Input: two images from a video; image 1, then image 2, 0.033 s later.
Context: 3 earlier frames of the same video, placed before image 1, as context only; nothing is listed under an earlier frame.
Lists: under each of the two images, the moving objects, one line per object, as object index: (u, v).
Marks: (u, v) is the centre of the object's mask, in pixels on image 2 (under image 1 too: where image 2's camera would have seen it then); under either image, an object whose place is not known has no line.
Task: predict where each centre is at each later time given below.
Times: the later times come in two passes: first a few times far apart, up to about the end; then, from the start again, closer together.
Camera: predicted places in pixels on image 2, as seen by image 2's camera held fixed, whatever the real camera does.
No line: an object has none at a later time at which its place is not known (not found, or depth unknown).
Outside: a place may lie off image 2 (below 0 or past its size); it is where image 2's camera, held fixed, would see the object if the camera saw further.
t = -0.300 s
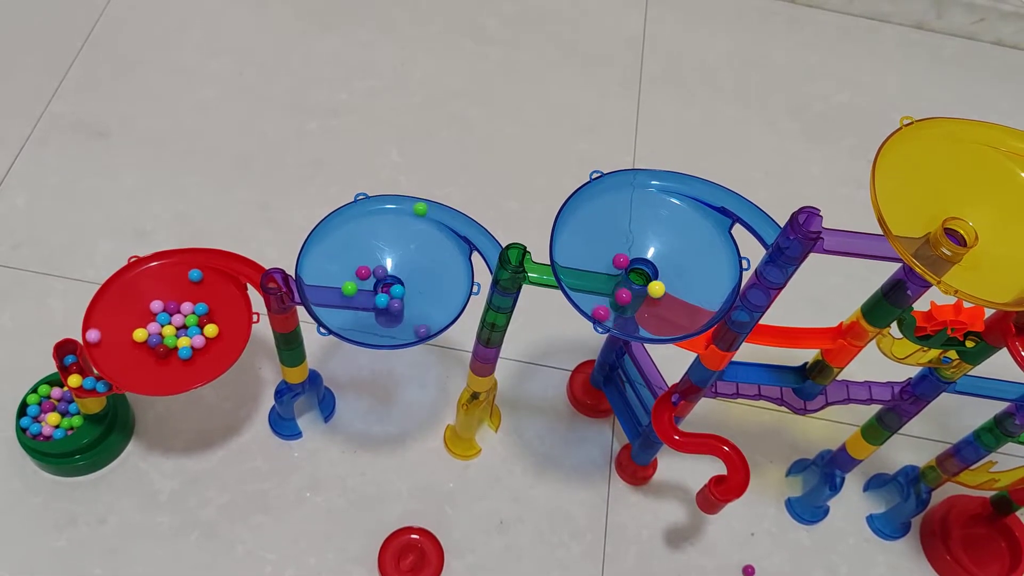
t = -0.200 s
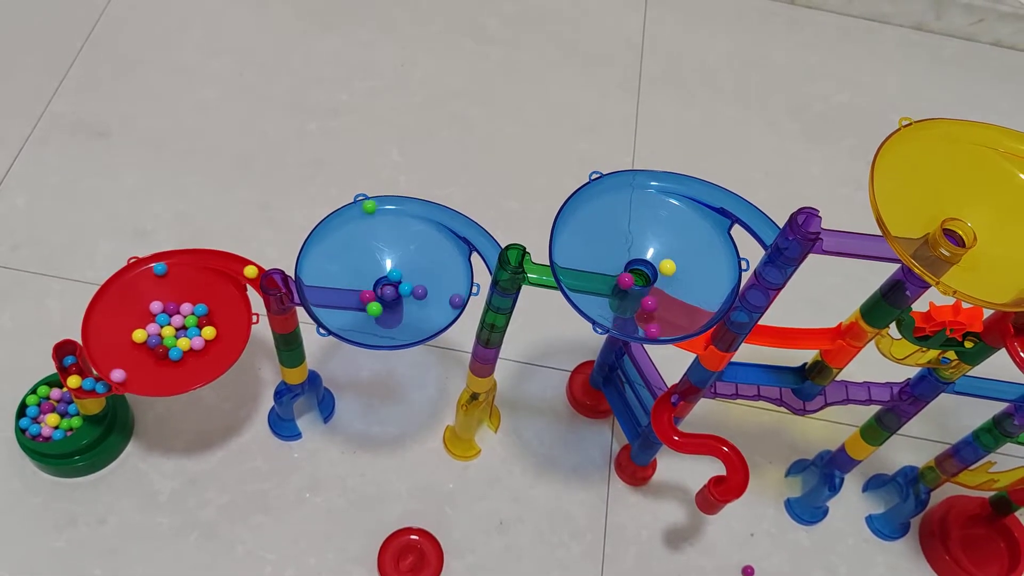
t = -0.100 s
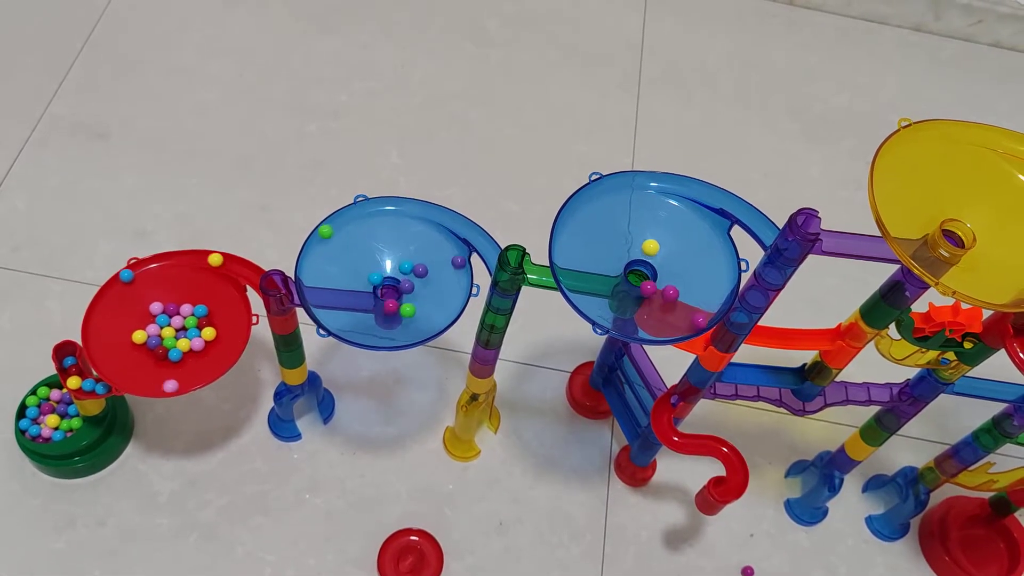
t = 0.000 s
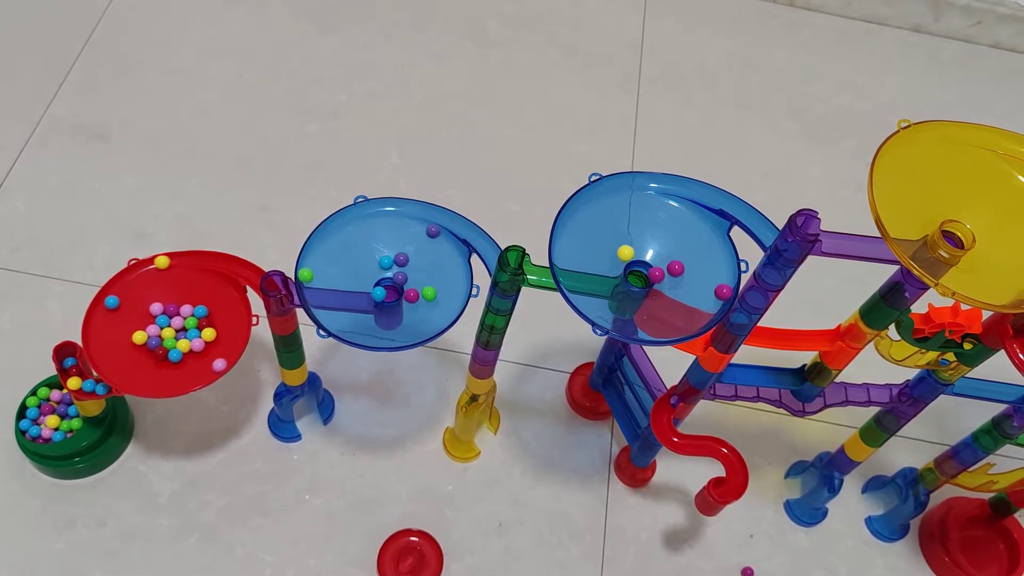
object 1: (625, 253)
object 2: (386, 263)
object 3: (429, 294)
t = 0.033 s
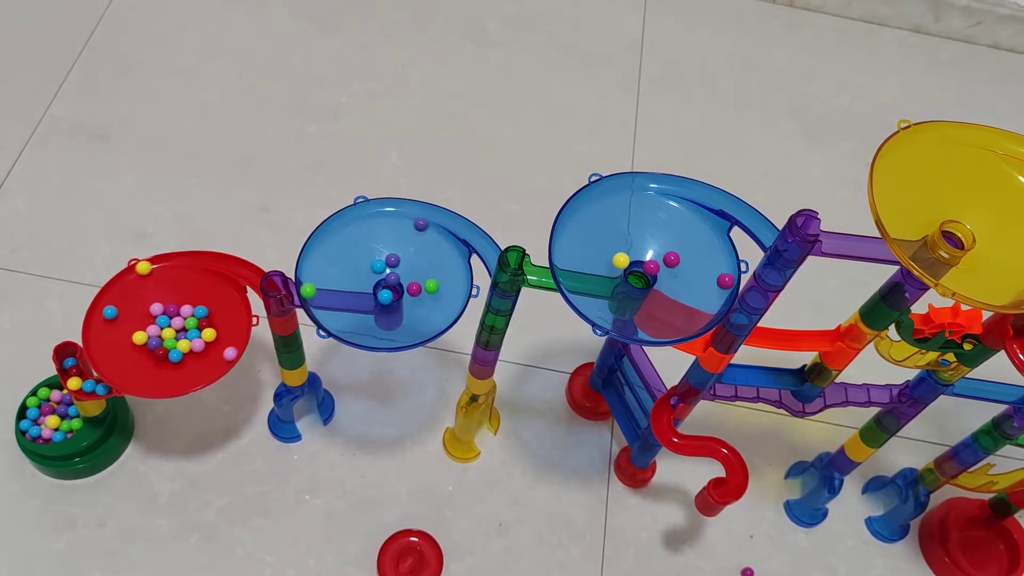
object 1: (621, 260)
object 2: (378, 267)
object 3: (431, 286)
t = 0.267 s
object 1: (655, 296)
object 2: (386, 310)
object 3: (382, 257)
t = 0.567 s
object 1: (626, 255)
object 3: (367, 314)
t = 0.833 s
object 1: (648, 289)
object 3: (415, 274)
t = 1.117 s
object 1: (629, 259)
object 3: (359, 270)
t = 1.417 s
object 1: (658, 283)
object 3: (415, 304)
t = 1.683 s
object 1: (622, 269)
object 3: (381, 263)
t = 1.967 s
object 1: (636, 272)
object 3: (372, 306)
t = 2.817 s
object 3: (411, 286)
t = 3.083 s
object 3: (357, 273)
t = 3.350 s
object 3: (412, 294)
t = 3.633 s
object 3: (374, 275)
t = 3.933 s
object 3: (398, 300)
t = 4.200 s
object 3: (370, 270)
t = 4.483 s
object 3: (405, 300)
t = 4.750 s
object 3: (373, 270)
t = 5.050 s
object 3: (405, 295)
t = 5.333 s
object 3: (370, 279)
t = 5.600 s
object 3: (407, 290)
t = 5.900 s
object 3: (371, 290)
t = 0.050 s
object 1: (620, 265)
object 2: (375, 269)
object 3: (431, 282)
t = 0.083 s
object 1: (620, 273)
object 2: (369, 276)
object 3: (430, 275)
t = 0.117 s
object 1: (624, 281)
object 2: (367, 284)
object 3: (425, 268)
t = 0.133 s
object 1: (626, 285)
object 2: (367, 289)
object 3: (422, 265)
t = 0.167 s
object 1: (633, 291)
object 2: (369, 296)
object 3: (414, 260)
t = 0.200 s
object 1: (640, 295)
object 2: (373, 303)
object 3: (404, 257)
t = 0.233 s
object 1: (648, 297)
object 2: (379, 308)
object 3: (393, 256)
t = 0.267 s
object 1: (655, 296)
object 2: (386, 310)
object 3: (382, 257)
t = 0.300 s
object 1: (661, 293)
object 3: (371, 262)
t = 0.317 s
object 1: (663, 291)
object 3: (366, 264)
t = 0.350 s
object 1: (666, 286)
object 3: (358, 271)
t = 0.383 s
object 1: (667, 279)
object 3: (352, 279)
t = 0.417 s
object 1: (665, 272)
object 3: (350, 287)
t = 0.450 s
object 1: (659, 265)
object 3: (350, 295)
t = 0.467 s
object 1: (655, 262)
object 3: (350, 298)
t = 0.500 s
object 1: (645, 257)
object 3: (354, 305)
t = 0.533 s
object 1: (634, 254)
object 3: (360, 310)
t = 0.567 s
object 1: (626, 255)
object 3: (367, 314)
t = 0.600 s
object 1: (619, 259)
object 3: (376, 316)
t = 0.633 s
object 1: (616, 264)
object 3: (384, 316)
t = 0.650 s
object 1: (616, 267)
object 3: (389, 315)
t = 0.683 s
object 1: (617, 273)
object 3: (398, 312)
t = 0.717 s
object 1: (620, 279)
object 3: (406, 306)
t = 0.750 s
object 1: (627, 284)
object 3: (412, 299)
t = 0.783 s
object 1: (635, 288)
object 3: (416, 289)
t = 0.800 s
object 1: (639, 289)
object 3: (416, 284)
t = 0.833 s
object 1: (648, 289)
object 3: (415, 274)
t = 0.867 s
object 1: (656, 286)
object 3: (411, 265)
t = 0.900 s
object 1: (661, 280)
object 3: (404, 258)
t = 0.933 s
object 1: (664, 273)
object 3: (397, 253)
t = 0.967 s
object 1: (663, 265)
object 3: (388, 251)
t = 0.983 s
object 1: (661, 262)
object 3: (384, 250)
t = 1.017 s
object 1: (655, 256)
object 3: (376, 252)
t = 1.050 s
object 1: (646, 254)
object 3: (369, 256)
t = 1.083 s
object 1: (637, 255)
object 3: (363, 262)
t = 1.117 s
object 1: (629, 259)
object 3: (359, 270)
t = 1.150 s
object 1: (625, 265)
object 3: (358, 279)
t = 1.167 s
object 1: (624, 269)
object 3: (358, 283)
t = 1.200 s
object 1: (624, 276)
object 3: (361, 292)
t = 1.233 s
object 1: (627, 282)
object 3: (367, 300)
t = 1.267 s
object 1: (633, 287)
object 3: (376, 307)
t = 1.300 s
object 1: (639, 290)
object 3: (385, 310)
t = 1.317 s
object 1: (643, 291)
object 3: (390, 311)
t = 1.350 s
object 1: (649, 290)
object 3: (399, 311)
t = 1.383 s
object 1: (655, 288)
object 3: (408, 308)
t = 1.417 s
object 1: (658, 283)
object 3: (415, 304)
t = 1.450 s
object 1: (659, 276)
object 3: (420, 298)
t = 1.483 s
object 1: (657, 268)
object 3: (422, 291)
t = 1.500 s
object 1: (654, 265)
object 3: (422, 288)
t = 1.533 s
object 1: (645, 258)
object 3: (420, 281)
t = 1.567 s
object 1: (636, 256)
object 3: (415, 274)
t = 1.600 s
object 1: (629, 257)
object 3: (408, 268)
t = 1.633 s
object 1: (624, 261)
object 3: (398, 264)
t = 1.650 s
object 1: (623, 263)
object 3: (393, 263)
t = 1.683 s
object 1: (622, 269)
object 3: (381, 263)
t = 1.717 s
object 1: (625, 275)
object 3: (371, 266)
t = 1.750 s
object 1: (630, 280)
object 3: (362, 270)
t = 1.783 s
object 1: (638, 284)
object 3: (357, 276)
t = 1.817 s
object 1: (644, 284)
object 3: (354, 283)
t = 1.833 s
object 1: (647, 282)
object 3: (353, 286)
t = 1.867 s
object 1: (651, 277)
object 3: (354, 293)
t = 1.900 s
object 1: (650, 270)
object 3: (358, 298)
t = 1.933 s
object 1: (642, 266)
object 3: (364, 303)
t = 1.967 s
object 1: (636, 272)
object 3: (372, 306)
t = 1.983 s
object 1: (638, 277)
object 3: (376, 307)
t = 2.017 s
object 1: (645, 277)
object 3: (386, 307)
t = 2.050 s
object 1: (636, 275)
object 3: (395, 304)
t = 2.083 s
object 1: (642, 280)
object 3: (404, 299)
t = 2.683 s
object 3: (401, 311)
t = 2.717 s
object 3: (406, 307)
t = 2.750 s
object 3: (410, 301)
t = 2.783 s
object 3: (412, 294)
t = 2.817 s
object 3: (411, 286)
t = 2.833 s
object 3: (410, 282)
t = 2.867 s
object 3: (404, 274)
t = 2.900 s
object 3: (396, 267)
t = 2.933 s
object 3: (387, 263)
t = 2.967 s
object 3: (377, 261)
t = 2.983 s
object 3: (373, 261)
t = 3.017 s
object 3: (366, 263)
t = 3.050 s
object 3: (361, 267)
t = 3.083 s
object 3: (357, 273)
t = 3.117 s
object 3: (358, 279)
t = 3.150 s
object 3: (360, 287)
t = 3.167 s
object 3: (363, 290)
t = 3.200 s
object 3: (370, 296)
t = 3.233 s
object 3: (379, 301)
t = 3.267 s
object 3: (390, 303)
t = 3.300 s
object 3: (400, 301)
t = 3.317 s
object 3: (405, 299)
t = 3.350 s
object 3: (412, 294)
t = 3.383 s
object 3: (417, 288)
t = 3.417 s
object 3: (419, 281)
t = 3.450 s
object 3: (417, 275)
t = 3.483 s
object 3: (413, 270)
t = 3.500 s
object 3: (411, 269)
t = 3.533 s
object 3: (403, 267)
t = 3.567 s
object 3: (393, 267)
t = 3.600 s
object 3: (383, 270)
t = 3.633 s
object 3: (374, 275)
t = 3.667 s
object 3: (368, 282)
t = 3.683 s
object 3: (366, 285)
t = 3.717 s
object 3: (365, 292)
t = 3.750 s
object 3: (366, 298)
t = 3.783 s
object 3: (370, 303)
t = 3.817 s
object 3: (375, 306)
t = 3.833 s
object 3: (378, 306)
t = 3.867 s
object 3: (385, 307)
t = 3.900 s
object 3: (392, 304)
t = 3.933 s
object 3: (398, 300)
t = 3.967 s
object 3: (402, 293)
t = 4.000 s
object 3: (404, 284)
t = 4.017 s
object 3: (404, 280)
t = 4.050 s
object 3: (400, 271)
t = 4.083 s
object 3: (395, 265)
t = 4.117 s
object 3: (389, 261)
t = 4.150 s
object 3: (380, 263)
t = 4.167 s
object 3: (376, 264)
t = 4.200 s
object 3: (370, 270)
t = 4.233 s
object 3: (365, 276)
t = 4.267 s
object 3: (364, 284)
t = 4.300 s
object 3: (366, 291)
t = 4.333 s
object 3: (371, 298)
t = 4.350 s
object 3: (374, 301)
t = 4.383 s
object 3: (382, 304)
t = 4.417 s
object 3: (390, 305)
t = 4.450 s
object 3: (399, 304)
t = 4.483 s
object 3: (405, 300)
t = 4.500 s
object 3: (408, 297)
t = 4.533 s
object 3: (411, 290)
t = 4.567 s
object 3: (411, 283)
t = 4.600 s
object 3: (408, 276)
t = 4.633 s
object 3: (402, 270)
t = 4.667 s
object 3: (394, 266)
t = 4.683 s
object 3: (389, 266)
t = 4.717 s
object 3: (380, 266)
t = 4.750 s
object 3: (373, 270)
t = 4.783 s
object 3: (367, 275)
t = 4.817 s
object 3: (365, 282)
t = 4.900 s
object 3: (372, 298)
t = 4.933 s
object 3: (379, 302)
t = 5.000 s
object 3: (396, 302)
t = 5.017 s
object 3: (399, 300)
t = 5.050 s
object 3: (405, 295)
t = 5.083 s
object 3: (409, 288)
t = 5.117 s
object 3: (409, 281)
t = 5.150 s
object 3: (406, 274)
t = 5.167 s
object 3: (404, 272)
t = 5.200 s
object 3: (397, 268)
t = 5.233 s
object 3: (389, 267)
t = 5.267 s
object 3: (381, 268)
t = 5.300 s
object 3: (374, 273)
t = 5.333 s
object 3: (370, 279)
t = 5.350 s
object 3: (369, 282)
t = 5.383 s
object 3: (370, 290)
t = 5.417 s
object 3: (373, 296)
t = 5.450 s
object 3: (379, 300)
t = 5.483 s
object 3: (387, 303)
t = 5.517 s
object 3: (394, 302)
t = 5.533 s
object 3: (397, 301)
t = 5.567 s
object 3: (403, 296)
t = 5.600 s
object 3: (407, 290)
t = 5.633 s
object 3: (407, 283)
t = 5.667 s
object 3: (405, 277)
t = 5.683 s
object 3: (402, 274)
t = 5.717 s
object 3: (395, 270)
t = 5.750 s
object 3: (387, 269)
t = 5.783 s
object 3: (379, 270)
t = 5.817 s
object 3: (373, 275)
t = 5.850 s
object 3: (370, 280)
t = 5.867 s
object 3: (369, 283)
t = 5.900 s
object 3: (371, 290)
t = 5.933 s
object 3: (375, 296)
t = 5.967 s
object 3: (381, 299)
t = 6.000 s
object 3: (389, 301)
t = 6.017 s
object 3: (393, 300)
